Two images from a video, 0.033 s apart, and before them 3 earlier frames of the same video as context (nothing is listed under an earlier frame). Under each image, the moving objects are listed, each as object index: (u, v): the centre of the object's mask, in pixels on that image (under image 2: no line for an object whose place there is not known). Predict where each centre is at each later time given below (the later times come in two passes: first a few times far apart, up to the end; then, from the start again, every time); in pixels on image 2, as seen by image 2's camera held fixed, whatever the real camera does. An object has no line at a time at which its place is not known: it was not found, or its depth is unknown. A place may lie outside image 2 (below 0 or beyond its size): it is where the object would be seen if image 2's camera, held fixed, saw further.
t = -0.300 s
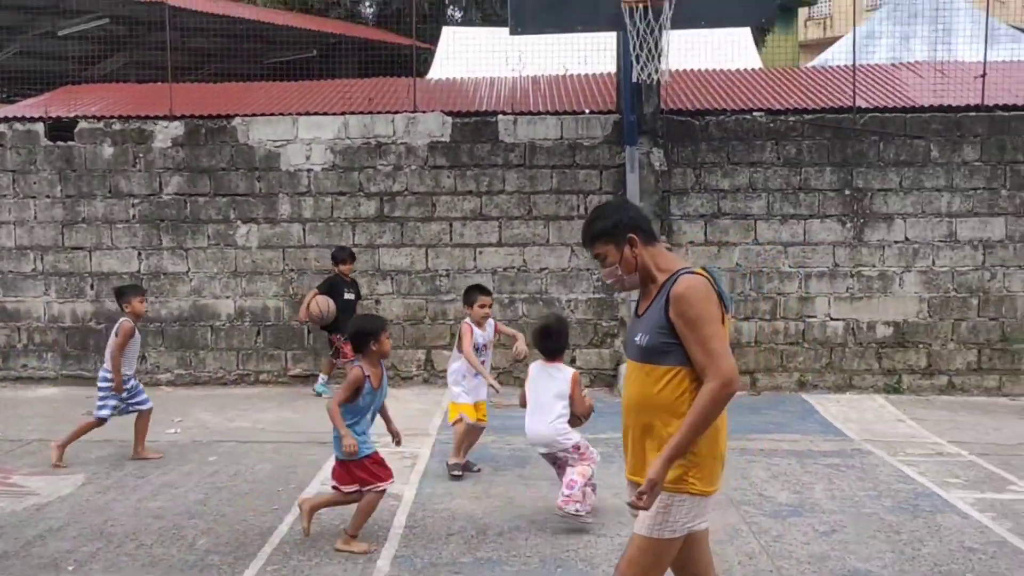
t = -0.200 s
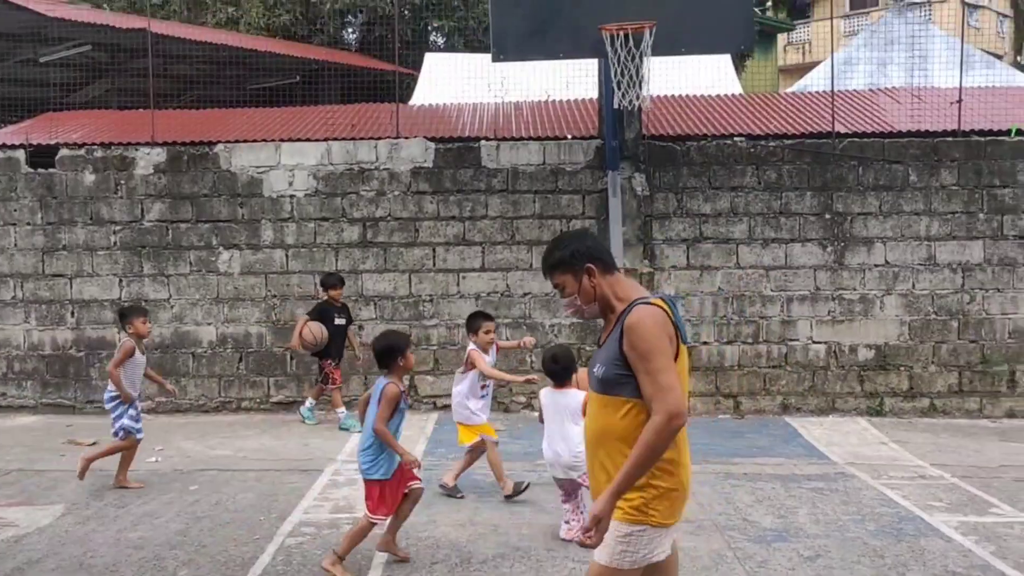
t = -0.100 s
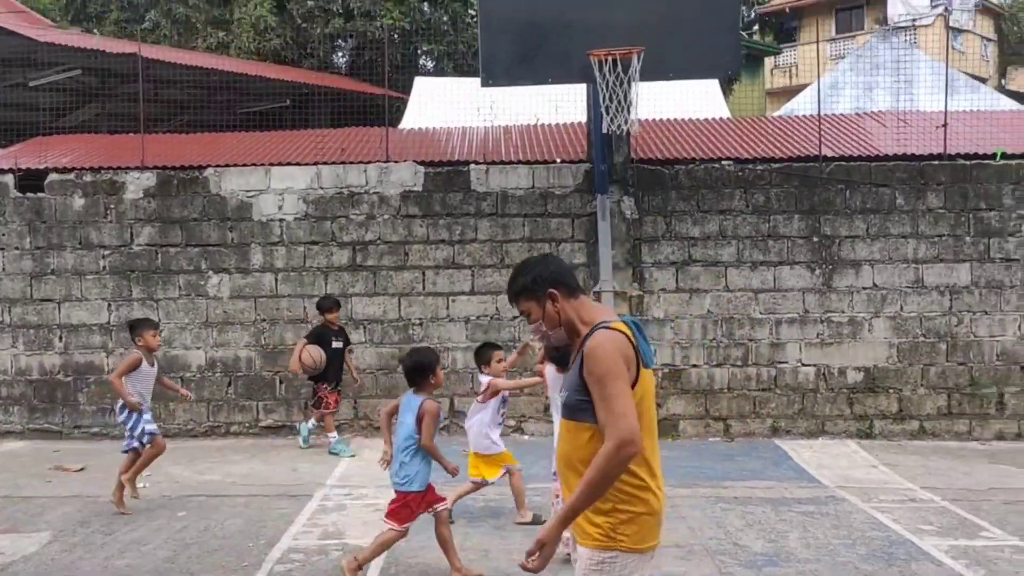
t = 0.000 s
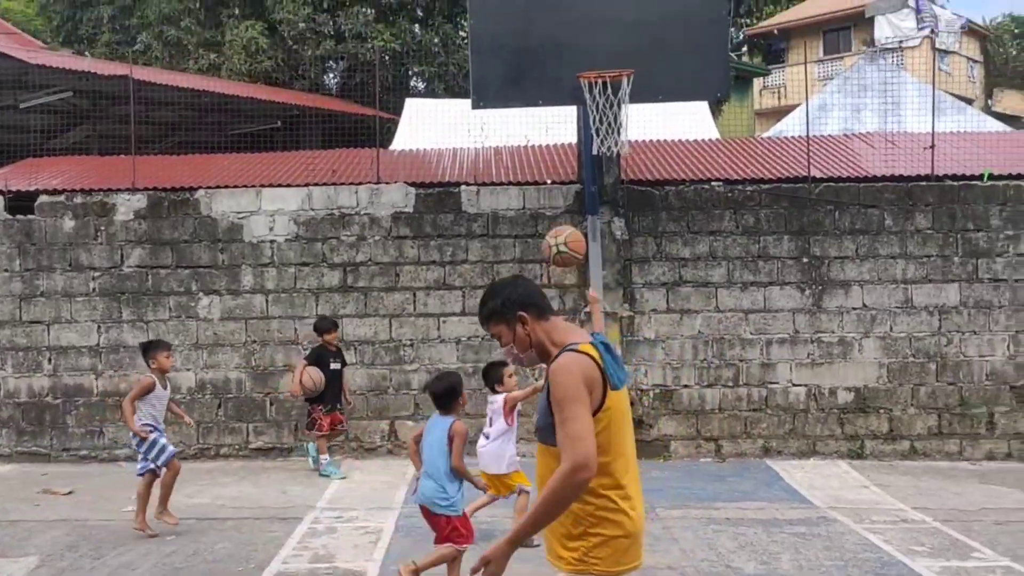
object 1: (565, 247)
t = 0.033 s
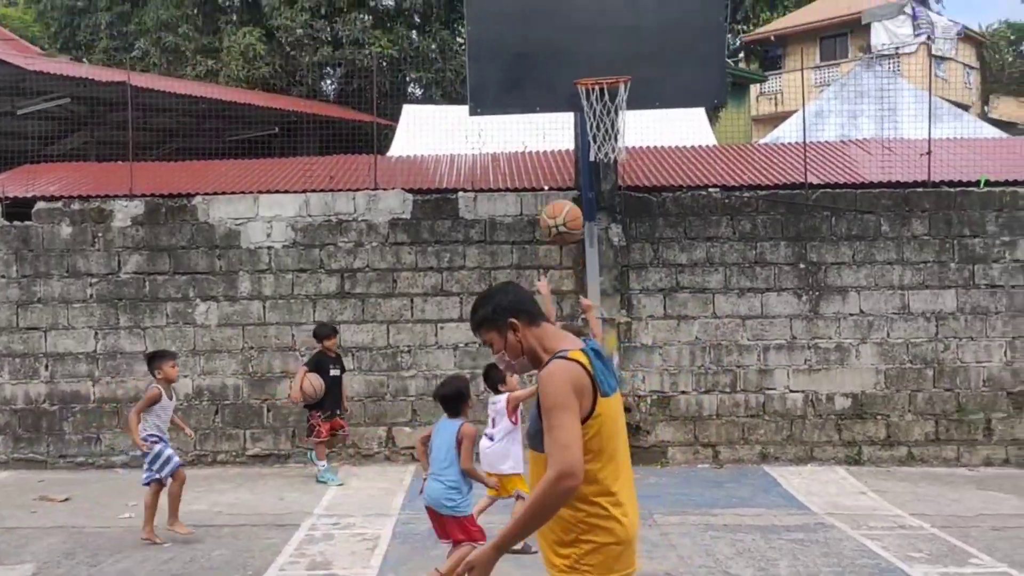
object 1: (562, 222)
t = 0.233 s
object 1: (563, 78)
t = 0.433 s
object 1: (564, 15)
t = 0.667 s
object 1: (567, 22)
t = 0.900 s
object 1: (581, 67)
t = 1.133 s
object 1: (581, 147)
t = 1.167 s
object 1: (582, 167)
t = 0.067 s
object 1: (561, 191)
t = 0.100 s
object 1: (562, 164)
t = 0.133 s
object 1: (562, 139)
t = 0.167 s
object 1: (562, 116)
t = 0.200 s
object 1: (562, 96)
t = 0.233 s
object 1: (563, 78)
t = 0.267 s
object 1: (563, 62)
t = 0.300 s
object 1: (563, 49)
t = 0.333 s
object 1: (563, 38)
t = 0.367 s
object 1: (564, 29)
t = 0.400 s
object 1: (564, 21)
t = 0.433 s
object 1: (564, 15)
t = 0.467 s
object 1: (565, 12)
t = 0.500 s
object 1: (565, 10)
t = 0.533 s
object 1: (565, 9)
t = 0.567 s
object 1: (566, 9)
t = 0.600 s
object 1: (566, 11)
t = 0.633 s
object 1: (567, 16)
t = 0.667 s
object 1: (567, 22)
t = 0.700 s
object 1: (569, 25)
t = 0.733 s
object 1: (571, 30)
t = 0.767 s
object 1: (573, 36)
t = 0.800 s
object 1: (576, 44)
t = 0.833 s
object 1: (578, 53)
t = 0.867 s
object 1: (580, 64)
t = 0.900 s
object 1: (581, 67)
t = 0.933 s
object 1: (580, 73)
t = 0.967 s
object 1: (580, 81)
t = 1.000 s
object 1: (581, 89)
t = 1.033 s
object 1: (581, 100)
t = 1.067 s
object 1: (581, 114)
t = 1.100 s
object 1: (581, 129)
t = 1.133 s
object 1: (581, 147)
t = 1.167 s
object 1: (582, 167)
